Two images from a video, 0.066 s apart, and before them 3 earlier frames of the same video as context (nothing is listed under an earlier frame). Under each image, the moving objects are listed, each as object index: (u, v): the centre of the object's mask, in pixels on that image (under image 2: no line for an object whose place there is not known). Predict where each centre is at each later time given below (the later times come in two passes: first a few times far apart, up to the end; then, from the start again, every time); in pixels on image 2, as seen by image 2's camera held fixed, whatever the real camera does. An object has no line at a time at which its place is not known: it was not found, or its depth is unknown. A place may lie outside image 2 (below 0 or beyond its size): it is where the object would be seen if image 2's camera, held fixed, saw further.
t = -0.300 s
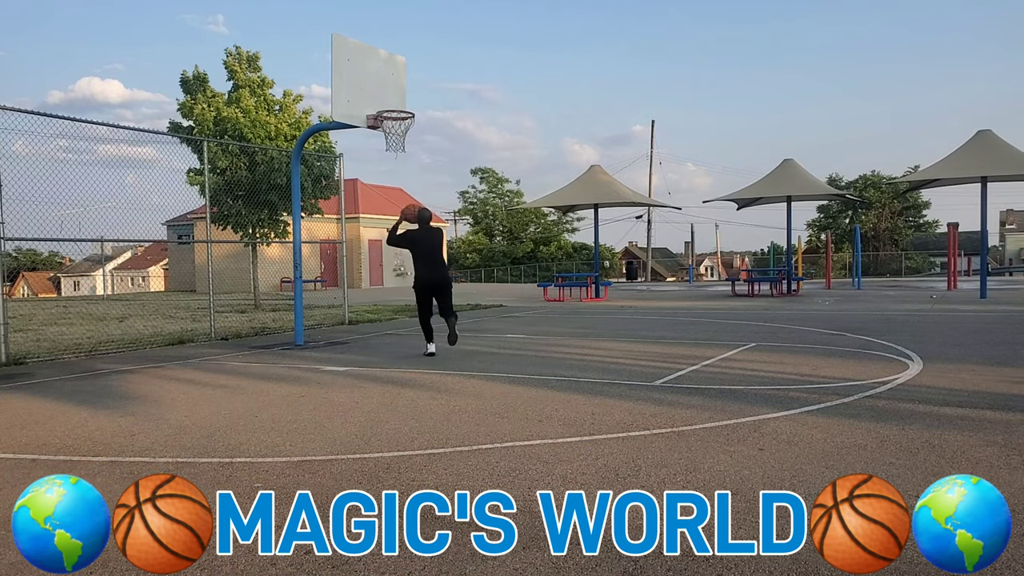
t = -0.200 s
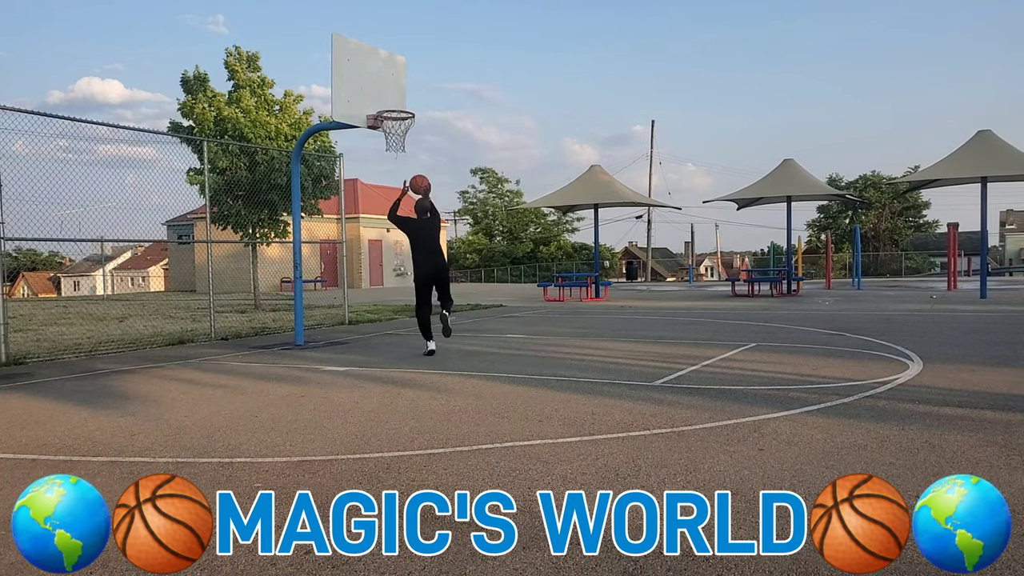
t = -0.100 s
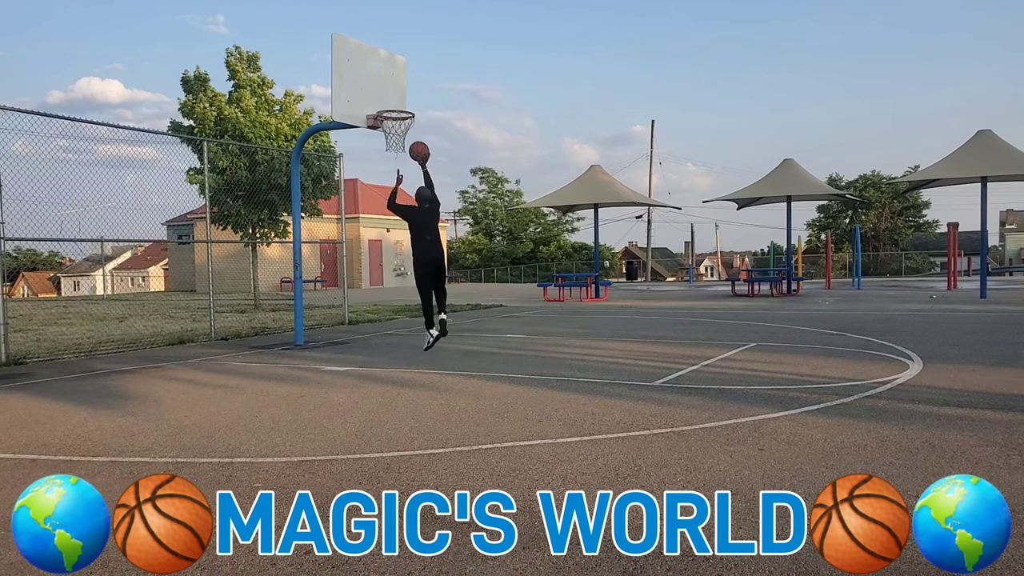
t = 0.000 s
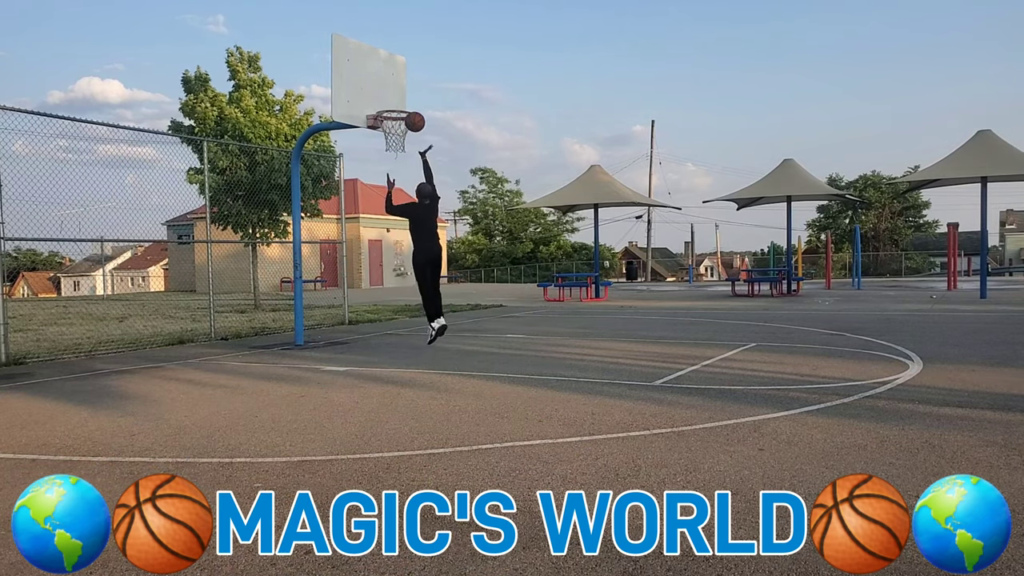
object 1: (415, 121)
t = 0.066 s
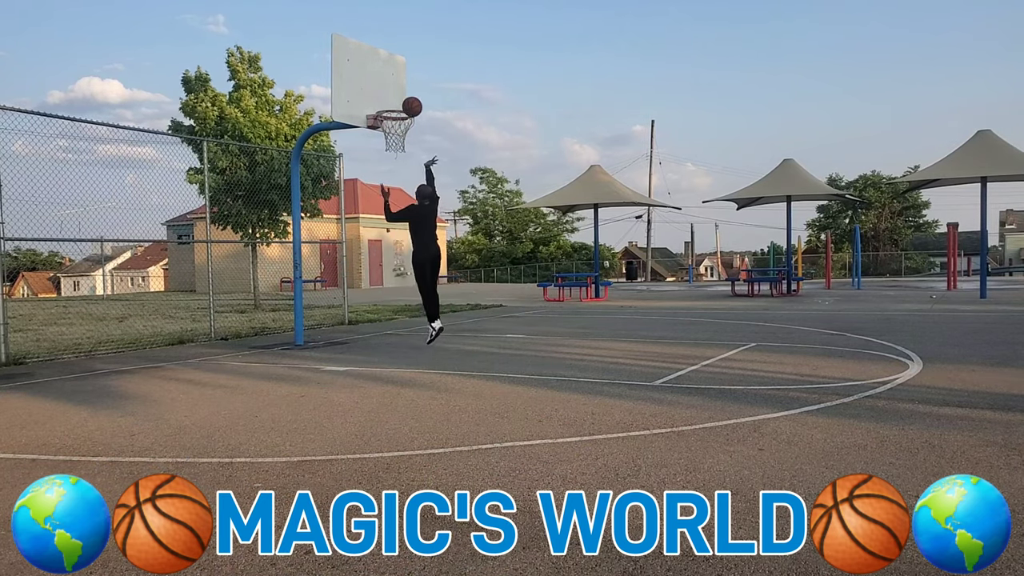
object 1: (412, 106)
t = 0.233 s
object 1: (405, 84)
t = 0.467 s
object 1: (399, 103)
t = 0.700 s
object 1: (395, 153)
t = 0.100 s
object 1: (411, 100)
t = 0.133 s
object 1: (409, 95)
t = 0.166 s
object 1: (408, 91)
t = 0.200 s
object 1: (406, 86)
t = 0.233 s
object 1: (405, 84)
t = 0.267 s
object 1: (403, 84)
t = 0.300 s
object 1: (402, 85)
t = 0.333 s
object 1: (402, 87)
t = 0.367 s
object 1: (401, 90)
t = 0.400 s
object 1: (400, 94)
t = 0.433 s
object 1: (399, 99)
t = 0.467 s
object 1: (399, 103)
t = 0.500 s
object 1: (398, 111)
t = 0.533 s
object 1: (397, 118)
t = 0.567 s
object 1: (396, 125)
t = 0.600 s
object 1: (396, 134)
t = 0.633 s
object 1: (395, 141)
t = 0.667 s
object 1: (396, 147)
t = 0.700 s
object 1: (395, 153)
